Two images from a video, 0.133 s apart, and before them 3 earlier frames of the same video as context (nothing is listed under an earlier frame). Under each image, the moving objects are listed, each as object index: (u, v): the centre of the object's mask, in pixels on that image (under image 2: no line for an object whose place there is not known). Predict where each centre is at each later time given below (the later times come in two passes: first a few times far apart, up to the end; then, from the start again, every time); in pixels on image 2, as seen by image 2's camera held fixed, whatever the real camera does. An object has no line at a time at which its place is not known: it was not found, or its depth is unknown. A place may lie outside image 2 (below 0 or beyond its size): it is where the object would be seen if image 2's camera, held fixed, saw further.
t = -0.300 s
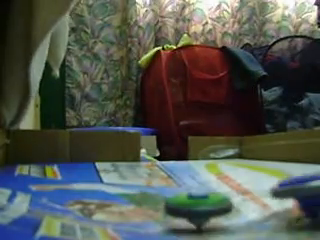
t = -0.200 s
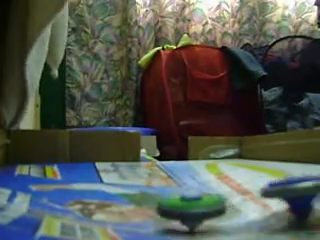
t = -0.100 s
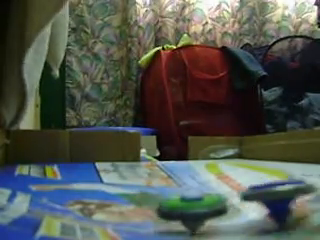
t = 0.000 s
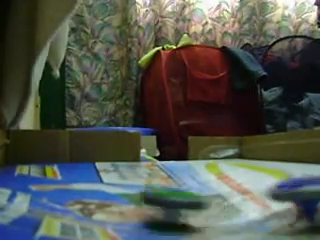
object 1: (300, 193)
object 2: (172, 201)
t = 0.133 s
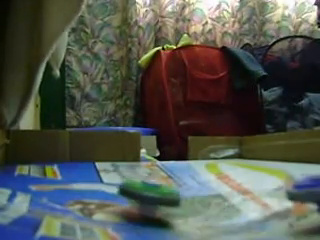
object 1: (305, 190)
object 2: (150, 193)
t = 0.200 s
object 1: (305, 190)
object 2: (143, 194)
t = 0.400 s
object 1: (295, 198)
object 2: (149, 197)
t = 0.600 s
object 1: (267, 201)
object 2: (177, 208)
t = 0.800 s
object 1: (280, 199)
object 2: (204, 206)
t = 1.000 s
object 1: (284, 199)
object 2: (191, 203)
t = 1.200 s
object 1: (264, 199)
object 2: (191, 209)
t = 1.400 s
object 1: (289, 195)
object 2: (177, 208)
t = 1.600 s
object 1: (289, 195)
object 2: (171, 208)
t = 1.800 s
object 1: (272, 199)
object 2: (189, 208)
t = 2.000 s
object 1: (263, 200)
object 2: (197, 207)
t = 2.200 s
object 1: (259, 202)
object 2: (199, 207)
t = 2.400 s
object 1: (270, 201)
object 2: (194, 205)
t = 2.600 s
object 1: (250, 203)
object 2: (187, 210)
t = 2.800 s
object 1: (264, 202)
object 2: (178, 202)
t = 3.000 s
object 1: (272, 202)
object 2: (179, 206)
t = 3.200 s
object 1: (274, 202)
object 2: (187, 207)
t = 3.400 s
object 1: (274, 202)
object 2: (187, 206)
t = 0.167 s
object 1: (305, 190)
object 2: (145, 194)
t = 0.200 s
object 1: (305, 190)
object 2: (143, 194)
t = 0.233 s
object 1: (305, 190)
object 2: (140, 193)
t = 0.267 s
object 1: (305, 191)
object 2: (139, 193)
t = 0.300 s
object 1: (303, 192)
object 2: (139, 193)
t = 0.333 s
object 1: (302, 195)
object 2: (142, 195)
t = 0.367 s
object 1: (300, 197)
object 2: (146, 195)
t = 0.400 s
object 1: (295, 198)
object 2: (149, 197)
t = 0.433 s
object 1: (290, 199)
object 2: (153, 197)
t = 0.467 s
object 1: (285, 198)
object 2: (157, 199)
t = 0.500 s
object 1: (279, 199)
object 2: (162, 201)
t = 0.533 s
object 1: (273, 199)
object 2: (166, 204)
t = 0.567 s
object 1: (268, 200)
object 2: (171, 205)
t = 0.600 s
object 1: (267, 201)
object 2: (177, 208)
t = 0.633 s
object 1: (268, 201)
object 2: (183, 210)
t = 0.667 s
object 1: (269, 202)
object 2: (190, 210)
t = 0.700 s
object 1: (268, 202)
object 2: (196, 210)
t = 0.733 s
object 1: (271, 202)
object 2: (203, 210)
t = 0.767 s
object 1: (275, 202)
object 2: (207, 209)
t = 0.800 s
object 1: (280, 199)
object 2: (204, 206)
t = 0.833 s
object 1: (282, 200)
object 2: (197, 202)
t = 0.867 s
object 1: (282, 200)
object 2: (194, 202)
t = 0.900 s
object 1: (284, 200)
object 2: (194, 201)
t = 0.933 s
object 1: (284, 199)
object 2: (192, 202)
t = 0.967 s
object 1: (284, 199)
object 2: (191, 202)
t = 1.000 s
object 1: (284, 199)
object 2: (191, 203)
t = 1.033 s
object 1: (284, 199)
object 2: (190, 204)
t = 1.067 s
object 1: (282, 199)
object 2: (190, 205)
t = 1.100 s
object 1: (277, 199)
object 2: (190, 206)
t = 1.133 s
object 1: (273, 199)
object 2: (190, 207)
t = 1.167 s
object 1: (268, 199)
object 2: (192, 209)
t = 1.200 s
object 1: (264, 199)
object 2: (191, 209)
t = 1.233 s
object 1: (266, 198)
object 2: (193, 208)
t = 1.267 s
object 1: (265, 198)
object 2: (194, 208)
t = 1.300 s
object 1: (265, 198)
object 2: (193, 208)
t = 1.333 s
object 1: (278, 196)
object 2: (183, 207)
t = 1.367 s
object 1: (286, 195)
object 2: (177, 206)
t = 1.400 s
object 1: (289, 195)
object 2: (177, 208)
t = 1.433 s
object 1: (290, 195)
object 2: (174, 208)
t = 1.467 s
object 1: (289, 195)
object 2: (170, 208)
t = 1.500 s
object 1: (289, 195)
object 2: (170, 208)
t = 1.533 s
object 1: (289, 195)
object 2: (168, 208)
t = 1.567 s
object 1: (289, 195)
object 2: (169, 208)
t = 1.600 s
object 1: (289, 195)
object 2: (171, 208)
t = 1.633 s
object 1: (288, 196)
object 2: (172, 207)
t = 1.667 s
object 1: (286, 196)
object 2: (176, 207)
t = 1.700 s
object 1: (282, 197)
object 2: (179, 208)
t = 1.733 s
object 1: (279, 198)
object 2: (181, 208)
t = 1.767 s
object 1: (277, 198)
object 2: (185, 209)
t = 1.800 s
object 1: (272, 199)
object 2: (189, 208)
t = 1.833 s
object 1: (267, 200)
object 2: (192, 209)
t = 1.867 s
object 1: (263, 200)
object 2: (194, 208)
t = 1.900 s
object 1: (260, 201)
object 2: (195, 208)
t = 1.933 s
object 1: (263, 200)
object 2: (195, 208)
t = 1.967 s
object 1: (263, 200)
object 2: (196, 207)
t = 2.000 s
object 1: (263, 200)
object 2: (197, 207)
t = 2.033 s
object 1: (265, 201)
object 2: (197, 207)
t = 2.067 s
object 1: (265, 201)
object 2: (198, 206)
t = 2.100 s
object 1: (265, 201)
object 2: (199, 207)
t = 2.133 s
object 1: (263, 201)
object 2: (199, 207)
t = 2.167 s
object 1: (261, 201)
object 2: (199, 206)
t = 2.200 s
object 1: (259, 202)
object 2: (199, 207)
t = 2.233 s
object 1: (257, 202)
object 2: (198, 208)
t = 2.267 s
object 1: (263, 202)
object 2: (197, 206)
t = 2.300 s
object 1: (269, 202)
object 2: (200, 205)
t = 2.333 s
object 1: (269, 202)
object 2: (199, 205)
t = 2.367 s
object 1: (271, 201)
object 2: (197, 205)
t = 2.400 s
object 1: (270, 201)
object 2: (194, 205)
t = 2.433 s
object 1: (267, 202)
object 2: (193, 205)
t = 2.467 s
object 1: (264, 201)
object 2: (191, 206)
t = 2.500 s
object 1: (262, 202)
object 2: (190, 207)
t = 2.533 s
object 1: (258, 202)
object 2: (189, 207)
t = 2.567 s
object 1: (253, 203)
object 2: (188, 209)
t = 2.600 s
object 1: (250, 203)
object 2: (187, 210)
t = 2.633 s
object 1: (249, 203)
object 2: (182, 211)
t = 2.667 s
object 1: (258, 203)
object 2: (180, 206)
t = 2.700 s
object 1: (262, 202)
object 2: (179, 202)
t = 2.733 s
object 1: (263, 202)
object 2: (178, 202)
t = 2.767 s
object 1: (263, 202)
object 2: (178, 202)
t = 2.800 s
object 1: (264, 202)
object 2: (178, 202)
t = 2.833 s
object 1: (265, 201)
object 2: (180, 206)
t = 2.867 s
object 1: (265, 201)
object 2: (181, 205)
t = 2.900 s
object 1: (269, 201)
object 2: (180, 205)
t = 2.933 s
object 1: (271, 201)
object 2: (179, 206)
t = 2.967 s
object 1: (272, 202)
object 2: (178, 206)
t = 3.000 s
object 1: (272, 202)
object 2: (179, 206)
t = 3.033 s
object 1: (272, 202)
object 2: (181, 206)
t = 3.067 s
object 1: (273, 202)
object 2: (183, 207)
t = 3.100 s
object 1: (274, 202)
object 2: (185, 205)
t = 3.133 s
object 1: (274, 202)
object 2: (187, 206)
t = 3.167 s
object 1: (274, 203)
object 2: (188, 206)
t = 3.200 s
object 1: (274, 202)
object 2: (187, 207)
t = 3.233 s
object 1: (275, 202)
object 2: (188, 206)
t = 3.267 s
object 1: (275, 202)
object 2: (188, 206)
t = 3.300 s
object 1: (275, 202)
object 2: (187, 207)
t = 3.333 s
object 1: (274, 202)
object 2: (188, 206)
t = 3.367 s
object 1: (274, 202)
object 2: (188, 206)
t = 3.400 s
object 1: (274, 202)
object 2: (187, 206)
